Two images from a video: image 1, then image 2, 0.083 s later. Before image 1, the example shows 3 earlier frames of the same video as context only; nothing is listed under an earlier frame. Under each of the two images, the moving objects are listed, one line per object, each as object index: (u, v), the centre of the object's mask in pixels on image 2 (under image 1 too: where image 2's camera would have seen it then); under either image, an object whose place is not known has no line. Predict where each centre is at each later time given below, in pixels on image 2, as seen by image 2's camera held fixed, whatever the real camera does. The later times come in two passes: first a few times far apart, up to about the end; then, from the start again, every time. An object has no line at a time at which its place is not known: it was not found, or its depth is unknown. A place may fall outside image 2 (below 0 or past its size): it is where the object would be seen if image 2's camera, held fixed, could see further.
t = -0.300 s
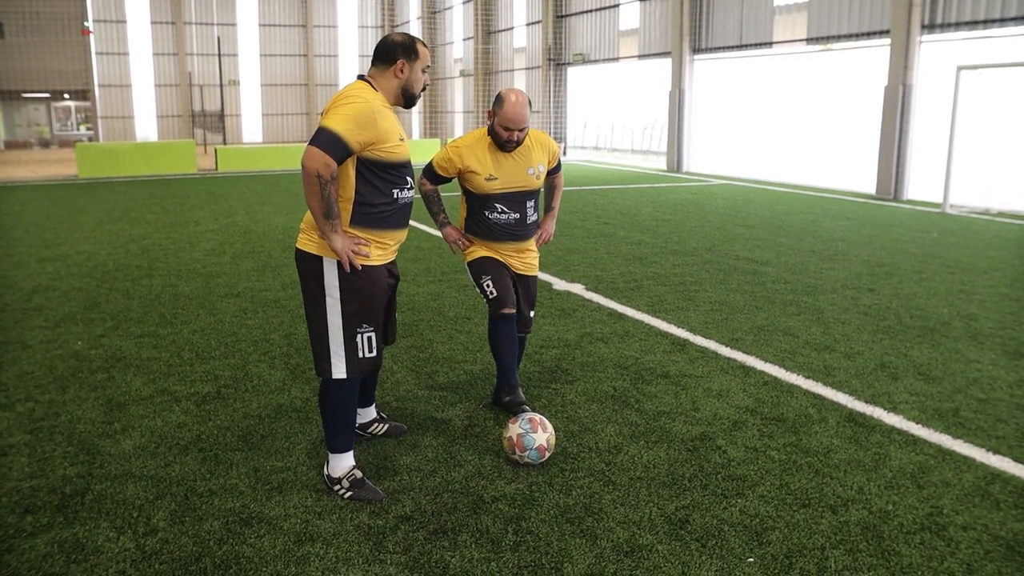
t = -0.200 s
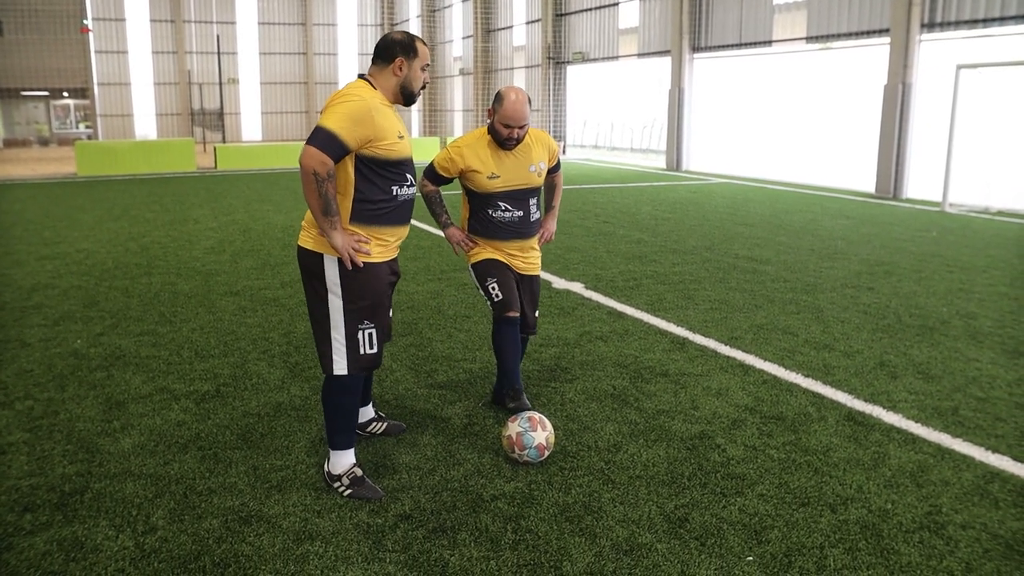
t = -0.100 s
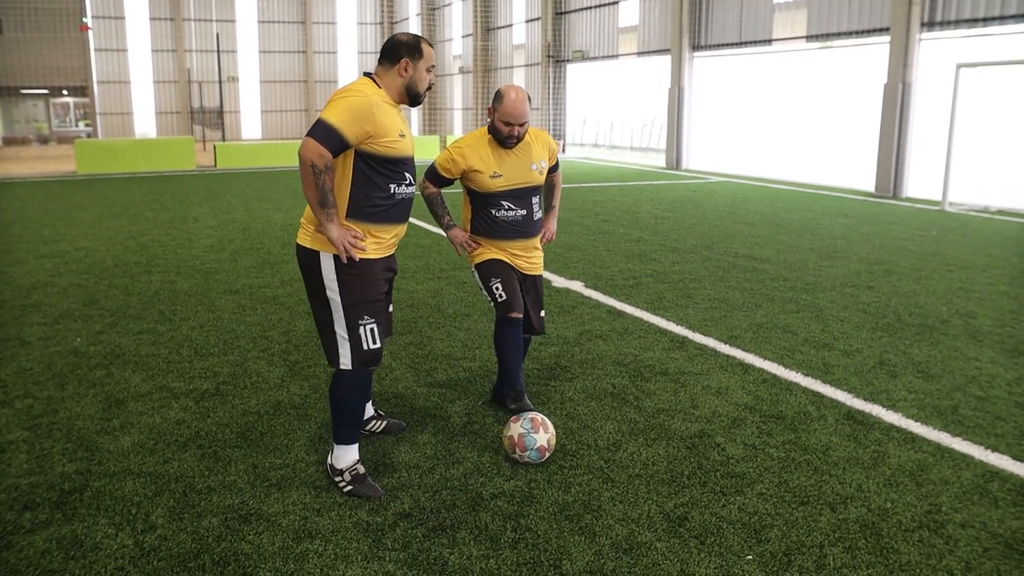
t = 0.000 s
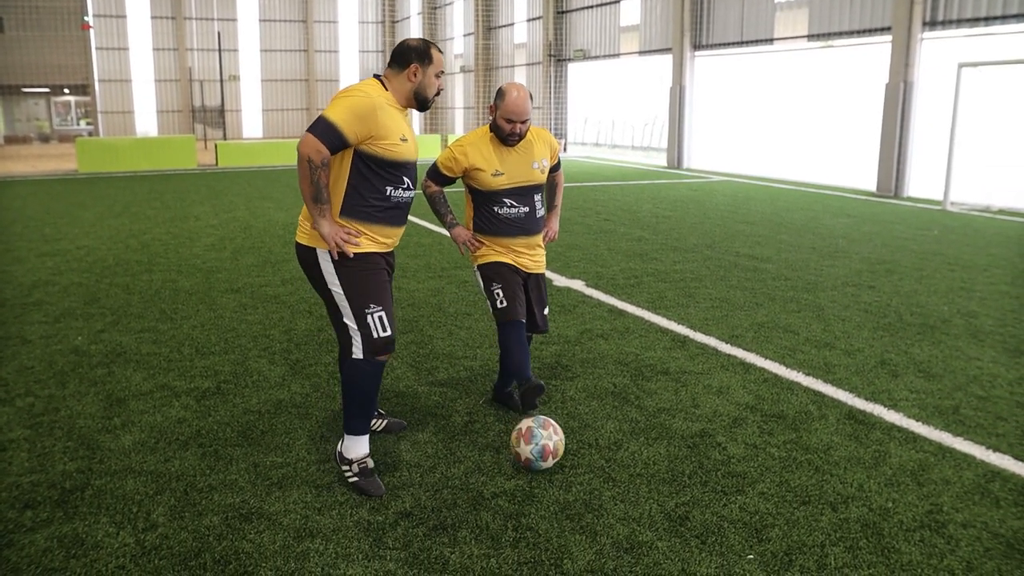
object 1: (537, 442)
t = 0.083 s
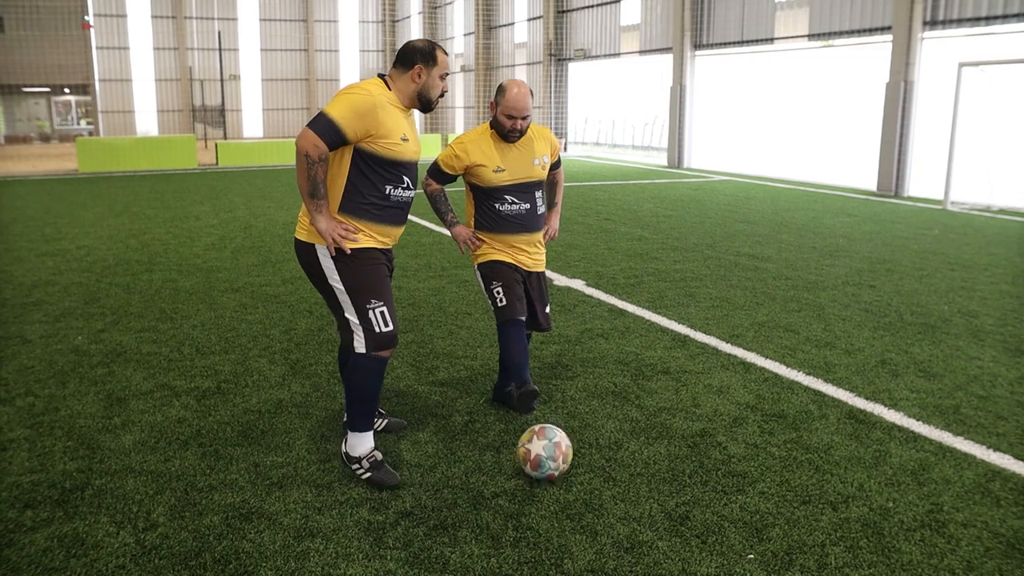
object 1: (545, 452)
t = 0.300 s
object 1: (561, 475)
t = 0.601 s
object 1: (582, 507)
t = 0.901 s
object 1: (599, 538)
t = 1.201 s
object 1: (605, 556)
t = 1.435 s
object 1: (606, 563)
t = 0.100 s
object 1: (546, 453)
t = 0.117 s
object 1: (547, 456)
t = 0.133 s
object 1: (548, 458)
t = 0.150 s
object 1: (549, 460)
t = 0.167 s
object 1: (550, 462)
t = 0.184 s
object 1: (552, 463)
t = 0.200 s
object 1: (553, 464)
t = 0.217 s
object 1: (555, 465)
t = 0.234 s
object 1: (556, 467)
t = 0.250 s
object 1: (557, 469)
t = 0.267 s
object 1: (559, 471)
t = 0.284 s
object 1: (560, 473)
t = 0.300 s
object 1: (561, 475)
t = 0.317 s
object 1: (563, 476)
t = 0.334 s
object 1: (564, 478)
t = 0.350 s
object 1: (565, 479)
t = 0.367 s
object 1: (566, 481)
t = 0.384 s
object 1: (567, 482)
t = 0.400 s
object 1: (569, 484)
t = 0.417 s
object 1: (569, 486)
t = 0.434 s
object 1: (570, 487)
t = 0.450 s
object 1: (572, 489)
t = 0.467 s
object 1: (573, 491)
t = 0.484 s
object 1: (574, 493)
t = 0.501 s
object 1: (575, 495)
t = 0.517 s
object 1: (576, 496)
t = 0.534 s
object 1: (577, 498)
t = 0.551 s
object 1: (578, 500)
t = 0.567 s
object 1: (580, 502)
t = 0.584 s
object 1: (581, 505)
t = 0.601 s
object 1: (582, 507)
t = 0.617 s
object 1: (583, 508)
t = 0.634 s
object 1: (584, 510)
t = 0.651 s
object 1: (585, 512)
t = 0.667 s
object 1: (586, 513)
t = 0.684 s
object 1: (587, 515)
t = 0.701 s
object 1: (588, 516)
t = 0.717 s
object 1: (589, 518)
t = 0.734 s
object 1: (590, 520)
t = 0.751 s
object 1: (591, 522)
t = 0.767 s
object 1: (592, 524)
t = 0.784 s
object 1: (593, 526)
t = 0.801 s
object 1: (595, 527)
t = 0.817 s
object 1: (595, 529)
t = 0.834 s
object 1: (596, 531)
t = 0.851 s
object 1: (597, 533)
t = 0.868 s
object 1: (598, 534)
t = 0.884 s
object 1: (599, 536)
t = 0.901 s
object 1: (599, 538)
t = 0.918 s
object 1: (600, 540)
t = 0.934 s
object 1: (601, 541)
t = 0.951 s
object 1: (601, 542)
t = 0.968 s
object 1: (602, 543)
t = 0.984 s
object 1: (602, 545)
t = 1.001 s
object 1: (603, 546)
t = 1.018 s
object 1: (603, 547)
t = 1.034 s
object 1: (603, 548)
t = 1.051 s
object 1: (603, 549)
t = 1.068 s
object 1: (604, 550)
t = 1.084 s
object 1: (604, 551)
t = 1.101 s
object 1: (604, 552)
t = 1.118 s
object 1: (604, 552)
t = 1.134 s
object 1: (604, 553)
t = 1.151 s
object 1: (605, 554)
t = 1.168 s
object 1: (605, 555)
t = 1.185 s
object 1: (605, 555)
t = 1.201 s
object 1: (605, 556)
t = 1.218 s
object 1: (605, 557)
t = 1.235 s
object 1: (605, 557)
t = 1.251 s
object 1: (605, 558)
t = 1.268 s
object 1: (605, 558)
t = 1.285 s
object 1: (605, 559)
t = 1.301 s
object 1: (605, 559)
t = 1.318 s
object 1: (605, 559)
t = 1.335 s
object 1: (605, 560)
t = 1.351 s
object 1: (606, 560)
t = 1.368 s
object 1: (606, 561)
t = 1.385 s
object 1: (606, 561)
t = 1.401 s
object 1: (606, 562)
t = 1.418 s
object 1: (606, 562)
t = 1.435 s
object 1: (606, 563)
